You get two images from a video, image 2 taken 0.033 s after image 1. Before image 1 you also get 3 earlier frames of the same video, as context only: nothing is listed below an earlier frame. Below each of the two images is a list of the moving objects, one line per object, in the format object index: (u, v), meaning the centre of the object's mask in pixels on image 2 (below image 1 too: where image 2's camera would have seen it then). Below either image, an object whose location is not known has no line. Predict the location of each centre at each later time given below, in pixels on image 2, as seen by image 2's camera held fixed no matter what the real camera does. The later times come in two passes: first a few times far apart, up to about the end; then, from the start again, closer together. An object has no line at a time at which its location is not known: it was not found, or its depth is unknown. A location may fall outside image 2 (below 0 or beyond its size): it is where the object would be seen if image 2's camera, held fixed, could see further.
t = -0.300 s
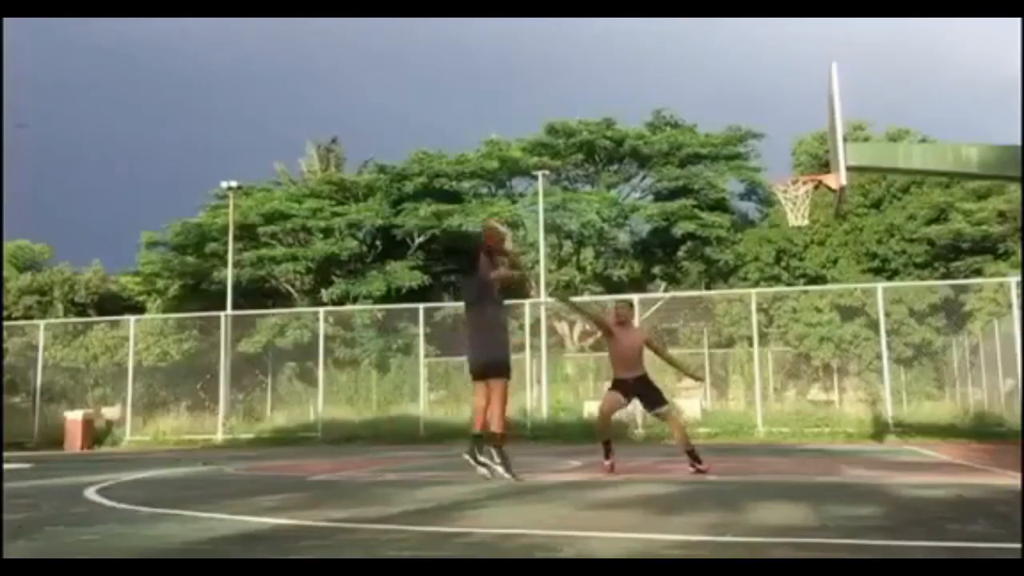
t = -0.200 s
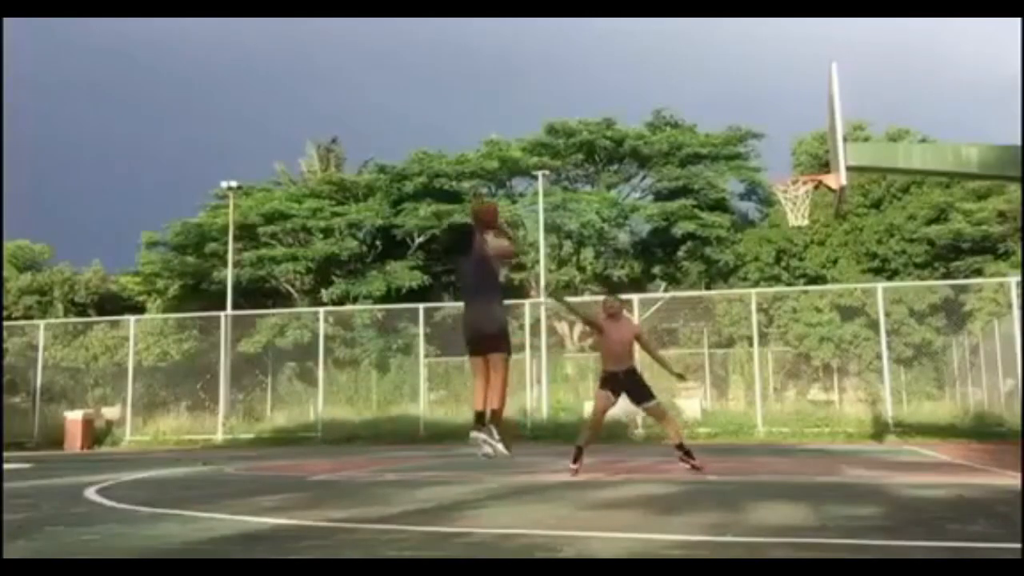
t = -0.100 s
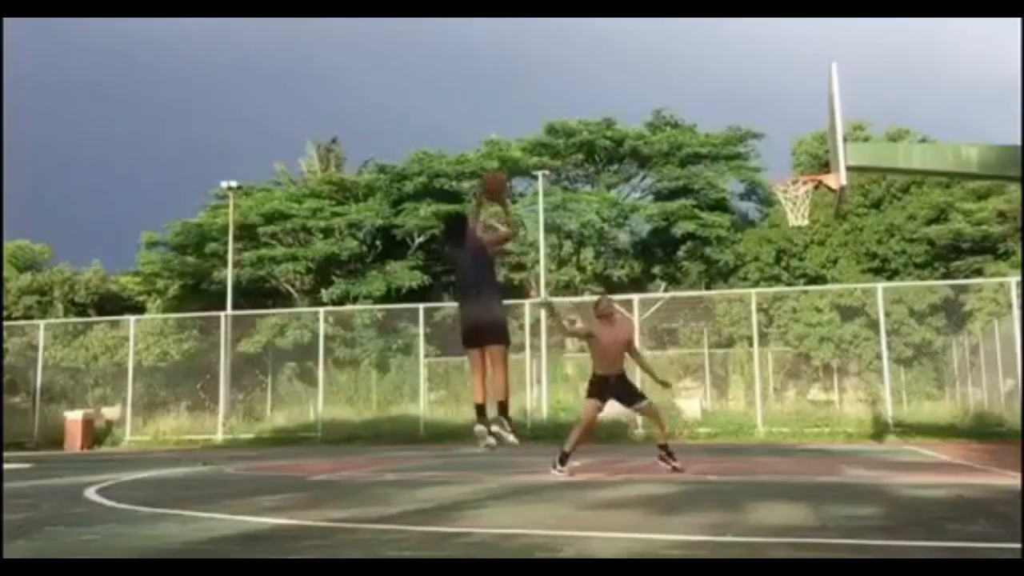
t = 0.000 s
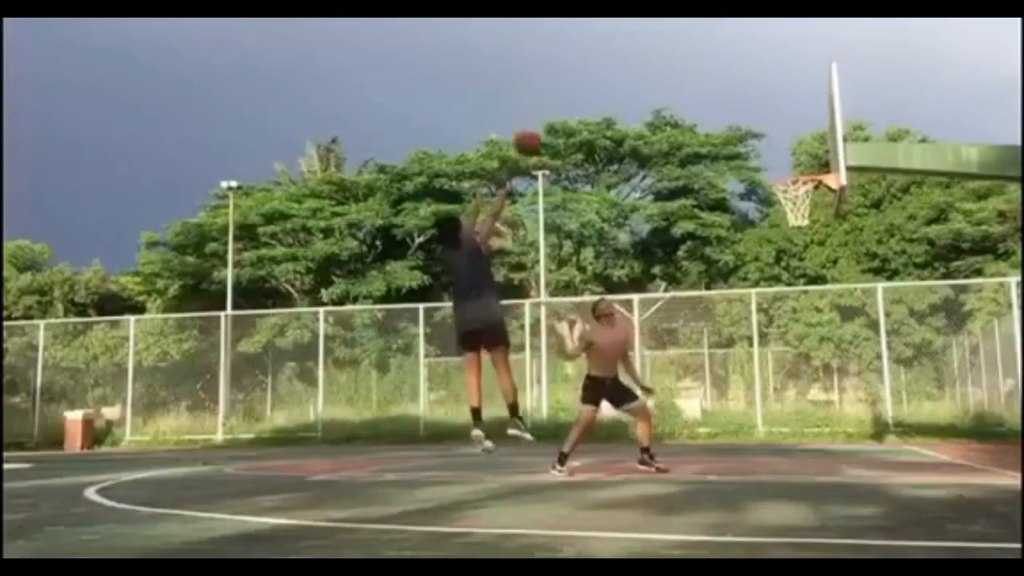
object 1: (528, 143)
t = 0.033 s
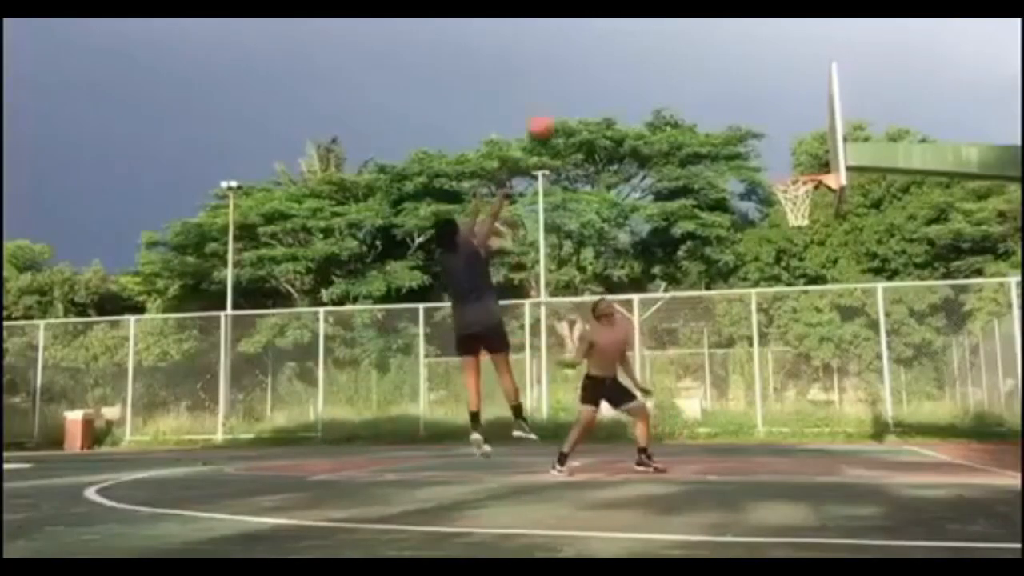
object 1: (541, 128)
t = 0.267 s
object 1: (628, 82)
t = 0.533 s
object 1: (717, 95)
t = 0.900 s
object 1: (794, 224)
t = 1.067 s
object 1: (773, 271)
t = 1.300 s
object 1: (744, 390)
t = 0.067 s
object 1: (554, 116)
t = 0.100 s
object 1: (567, 109)
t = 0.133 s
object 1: (580, 101)
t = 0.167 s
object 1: (592, 95)
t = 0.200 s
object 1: (604, 89)
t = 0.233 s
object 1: (616, 85)
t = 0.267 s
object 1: (628, 82)
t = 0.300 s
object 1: (639, 79)
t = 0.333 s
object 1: (651, 78)
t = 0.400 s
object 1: (674, 80)
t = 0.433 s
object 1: (686, 83)
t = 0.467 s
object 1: (696, 86)
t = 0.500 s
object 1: (707, 90)
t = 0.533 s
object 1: (717, 95)
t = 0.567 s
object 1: (728, 101)
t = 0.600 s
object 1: (738, 109)
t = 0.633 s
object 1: (750, 116)
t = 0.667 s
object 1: (761, 125)
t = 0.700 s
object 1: (769, 136)
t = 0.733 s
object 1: (780, 147)
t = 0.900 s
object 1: (794, 224)
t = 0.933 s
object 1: (789, 226)
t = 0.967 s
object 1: (786, 236)
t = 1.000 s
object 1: (780, 247)
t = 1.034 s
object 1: (777, 259)
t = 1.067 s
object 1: (773, 271)
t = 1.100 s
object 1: (769, 288)
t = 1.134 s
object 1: (761, 300)
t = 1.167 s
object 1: (760, 317)
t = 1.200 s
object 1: (757, 334)
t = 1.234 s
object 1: (752, 352)
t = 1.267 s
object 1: (749, 370)
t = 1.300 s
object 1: (744, 390)
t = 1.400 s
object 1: (734, 456)
